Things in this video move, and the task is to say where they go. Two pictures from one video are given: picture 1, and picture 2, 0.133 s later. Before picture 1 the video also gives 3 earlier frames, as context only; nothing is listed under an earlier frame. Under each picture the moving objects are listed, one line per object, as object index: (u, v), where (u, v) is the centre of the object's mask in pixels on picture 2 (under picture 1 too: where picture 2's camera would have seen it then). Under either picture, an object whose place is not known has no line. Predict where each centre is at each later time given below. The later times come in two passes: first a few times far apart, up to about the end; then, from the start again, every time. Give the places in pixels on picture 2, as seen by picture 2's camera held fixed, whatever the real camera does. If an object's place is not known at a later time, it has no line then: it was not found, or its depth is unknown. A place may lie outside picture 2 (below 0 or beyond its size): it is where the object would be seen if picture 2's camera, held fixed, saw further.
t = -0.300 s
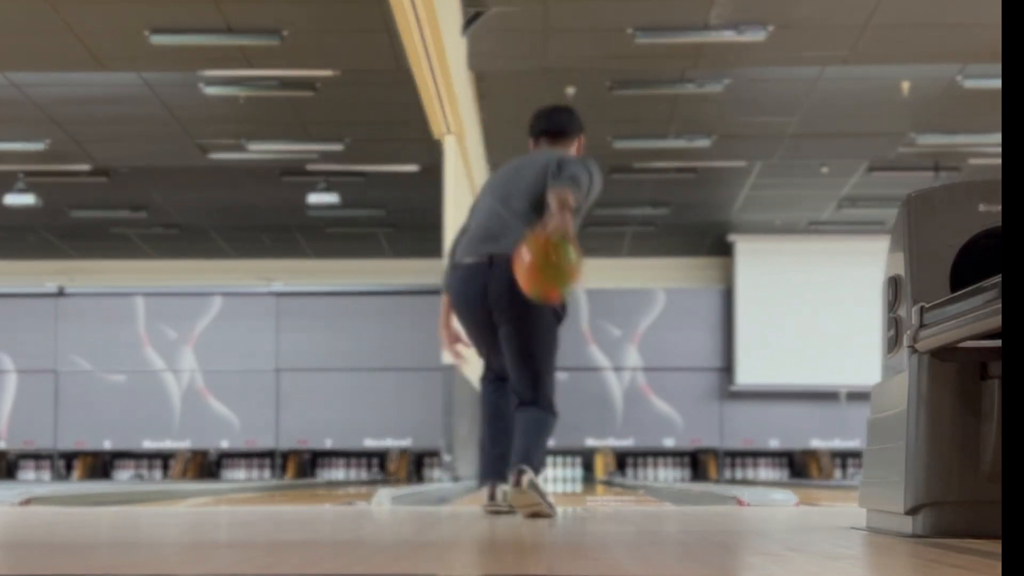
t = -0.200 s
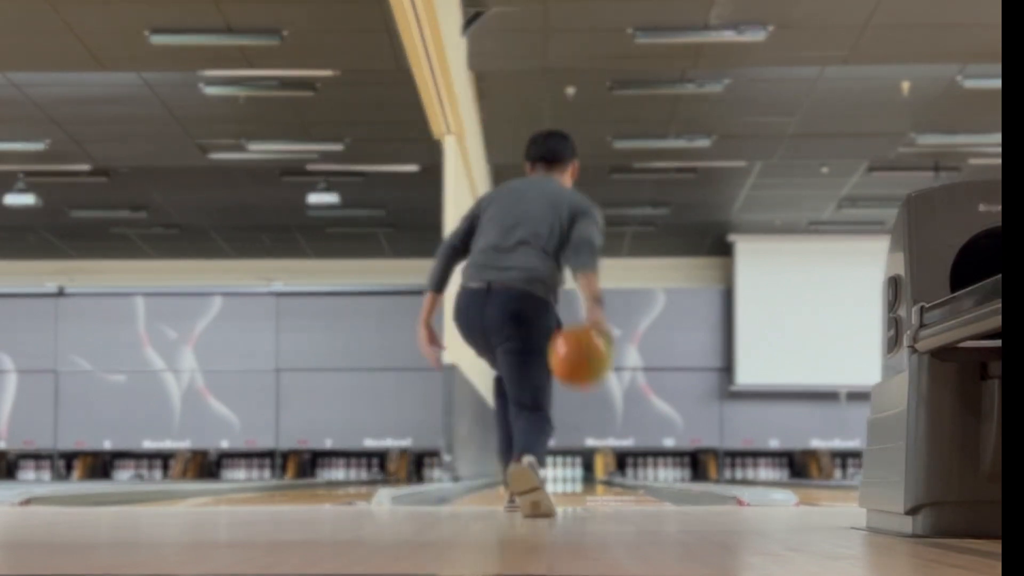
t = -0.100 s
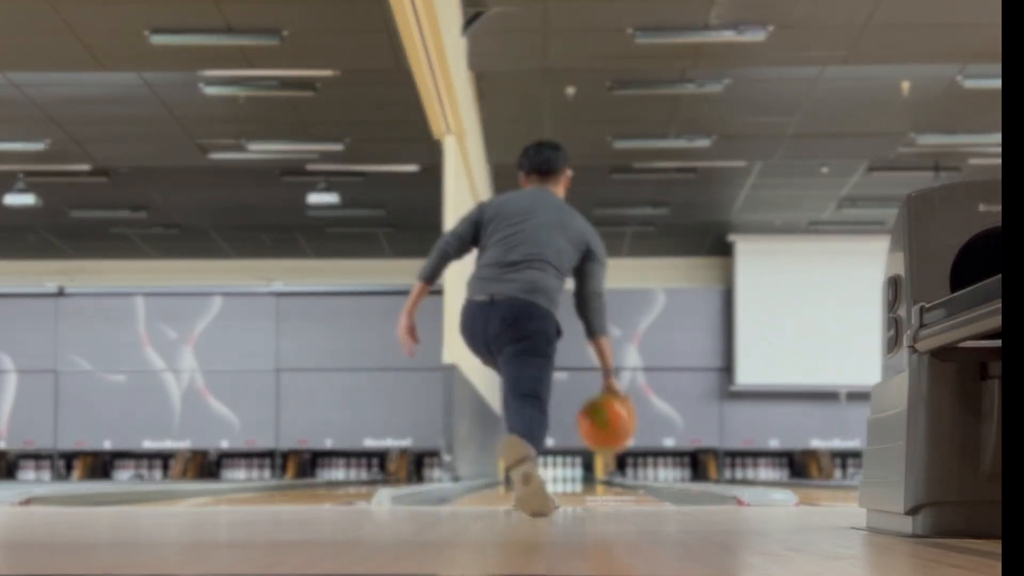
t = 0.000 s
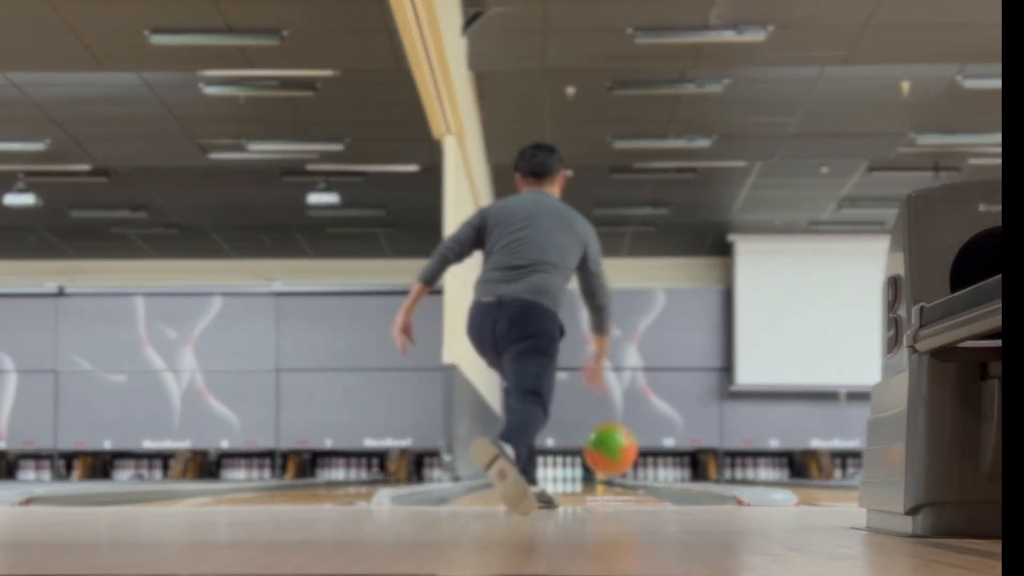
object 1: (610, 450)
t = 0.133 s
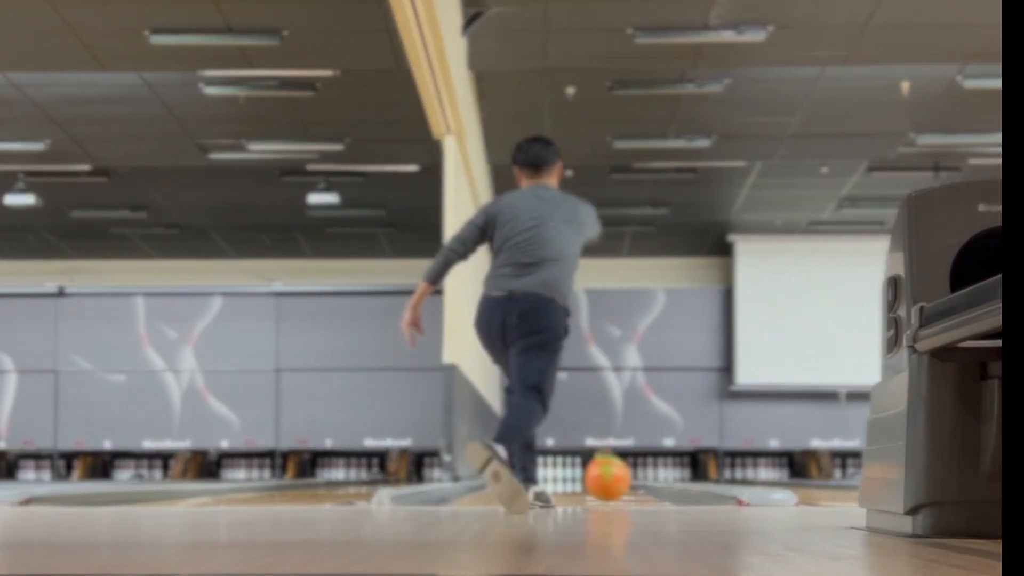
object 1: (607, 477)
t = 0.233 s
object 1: (605, 474)
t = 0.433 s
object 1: (601, 475)
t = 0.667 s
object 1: (598, 474)
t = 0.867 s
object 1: (596, 474)
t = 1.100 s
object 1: (592, 475)
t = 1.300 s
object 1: (590, 475)
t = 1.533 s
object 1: (586, 475)
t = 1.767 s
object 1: (583, 474)
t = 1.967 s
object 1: (579, 474)
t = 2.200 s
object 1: (574, 474)
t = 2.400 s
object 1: (570, 474)
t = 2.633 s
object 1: (564, 474)
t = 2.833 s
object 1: (558, 475)
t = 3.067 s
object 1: (556, 475)
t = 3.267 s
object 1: (556, 473)
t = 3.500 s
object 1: (557, 474)
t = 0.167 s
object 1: (606, 474)
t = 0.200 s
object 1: (606, 473)
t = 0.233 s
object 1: (605, 474)
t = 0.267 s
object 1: (604, 476)
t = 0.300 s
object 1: (604, 476)
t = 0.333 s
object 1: (603, 476)
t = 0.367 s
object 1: (602, 475)
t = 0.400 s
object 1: (602, 475)
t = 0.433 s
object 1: (601, 475)
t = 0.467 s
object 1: (601, 474)
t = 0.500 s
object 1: (601, 474)
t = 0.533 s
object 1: (600, 474)
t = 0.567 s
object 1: (600, 474)
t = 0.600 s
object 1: (599, 474)
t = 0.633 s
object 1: (599, 474)
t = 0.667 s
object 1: (598, 474)
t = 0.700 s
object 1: (598, 474)
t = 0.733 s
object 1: (598, 474)
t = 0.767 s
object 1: (597, 474)
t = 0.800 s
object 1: (596, 475)
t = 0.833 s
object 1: (596, 474)
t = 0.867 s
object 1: (596, 474)
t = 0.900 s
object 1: (595, 475)
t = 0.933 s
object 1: (595, 474)
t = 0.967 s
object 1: (594, 475)
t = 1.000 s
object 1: (594, 475)
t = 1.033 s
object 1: (594, 475)
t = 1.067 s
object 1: (593, 475)
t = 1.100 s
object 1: (592, 475)
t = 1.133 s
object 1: (592, 475)
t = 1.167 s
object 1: (592, 475)
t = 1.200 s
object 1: (592, 475)
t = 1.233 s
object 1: (591, 475)
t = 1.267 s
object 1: (590, 475)
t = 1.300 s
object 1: (590, 475)
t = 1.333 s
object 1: (589, 475)
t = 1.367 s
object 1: (589, 476)
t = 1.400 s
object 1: (588, 476)
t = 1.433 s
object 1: (588, 476)
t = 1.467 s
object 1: (587, 475)
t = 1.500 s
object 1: (587, 475)
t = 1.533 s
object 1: (586, 475)
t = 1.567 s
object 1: (586, 475)
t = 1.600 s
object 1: (585, 475)
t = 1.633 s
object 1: (585, 475)
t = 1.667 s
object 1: (584, 475)
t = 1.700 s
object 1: (584, 475)
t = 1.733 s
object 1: (583, 474)
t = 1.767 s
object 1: (583, 474)
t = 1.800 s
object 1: (582, 474)
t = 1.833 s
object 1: (582, 474)
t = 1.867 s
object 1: (581, 474)
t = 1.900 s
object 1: (581, 474)
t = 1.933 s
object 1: (580, 474)
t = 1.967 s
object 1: (579, 474)
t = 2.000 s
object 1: (578, 474)
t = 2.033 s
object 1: (578, 474)
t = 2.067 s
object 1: (577, 474)
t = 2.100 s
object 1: (577, 474)
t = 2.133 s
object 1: (576, 474)
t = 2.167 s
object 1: (576, 474)
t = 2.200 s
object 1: (574, 474)
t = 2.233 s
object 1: (574, 474)
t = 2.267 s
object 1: (573, 474)
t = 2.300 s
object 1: (573, 474)
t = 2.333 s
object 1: (573, 474)
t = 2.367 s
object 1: (571, 474)
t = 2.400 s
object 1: (570, 474)
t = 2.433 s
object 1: (569, 475)
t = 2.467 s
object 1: (569, 474)
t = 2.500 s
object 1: (568, 475)
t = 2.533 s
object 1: (567, 474)
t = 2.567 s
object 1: (566, 474)
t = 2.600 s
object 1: (566, 474)
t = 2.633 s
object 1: (564, 474)
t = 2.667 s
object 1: (564, 474)
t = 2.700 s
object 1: (563, 475)
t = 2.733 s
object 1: (561, 475)
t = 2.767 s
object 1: (560, 475)
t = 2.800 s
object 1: (559, 475)
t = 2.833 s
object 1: (558, 475)
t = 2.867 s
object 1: (558, 474)
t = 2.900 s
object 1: (557, 474)
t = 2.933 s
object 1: (557, 474)
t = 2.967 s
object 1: (555, 479)
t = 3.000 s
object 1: (556, 479)
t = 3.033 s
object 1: (556, 480)
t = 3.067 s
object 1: (556, 475)
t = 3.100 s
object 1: (555, 474)
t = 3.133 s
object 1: (554, 474)
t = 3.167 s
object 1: (555, 475)
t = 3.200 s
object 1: (556, 474)
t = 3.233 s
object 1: (556, 473)
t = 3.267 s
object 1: (556, 473)
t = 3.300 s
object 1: (557, 473)
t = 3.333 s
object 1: (557, 474)
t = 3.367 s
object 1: (557, 474)
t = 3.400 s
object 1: (558, 474)
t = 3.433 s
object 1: (556, 474)
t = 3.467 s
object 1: (556, 474)
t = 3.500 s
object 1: (557, 474)
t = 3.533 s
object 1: (557, 475)
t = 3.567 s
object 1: (557, 477)
